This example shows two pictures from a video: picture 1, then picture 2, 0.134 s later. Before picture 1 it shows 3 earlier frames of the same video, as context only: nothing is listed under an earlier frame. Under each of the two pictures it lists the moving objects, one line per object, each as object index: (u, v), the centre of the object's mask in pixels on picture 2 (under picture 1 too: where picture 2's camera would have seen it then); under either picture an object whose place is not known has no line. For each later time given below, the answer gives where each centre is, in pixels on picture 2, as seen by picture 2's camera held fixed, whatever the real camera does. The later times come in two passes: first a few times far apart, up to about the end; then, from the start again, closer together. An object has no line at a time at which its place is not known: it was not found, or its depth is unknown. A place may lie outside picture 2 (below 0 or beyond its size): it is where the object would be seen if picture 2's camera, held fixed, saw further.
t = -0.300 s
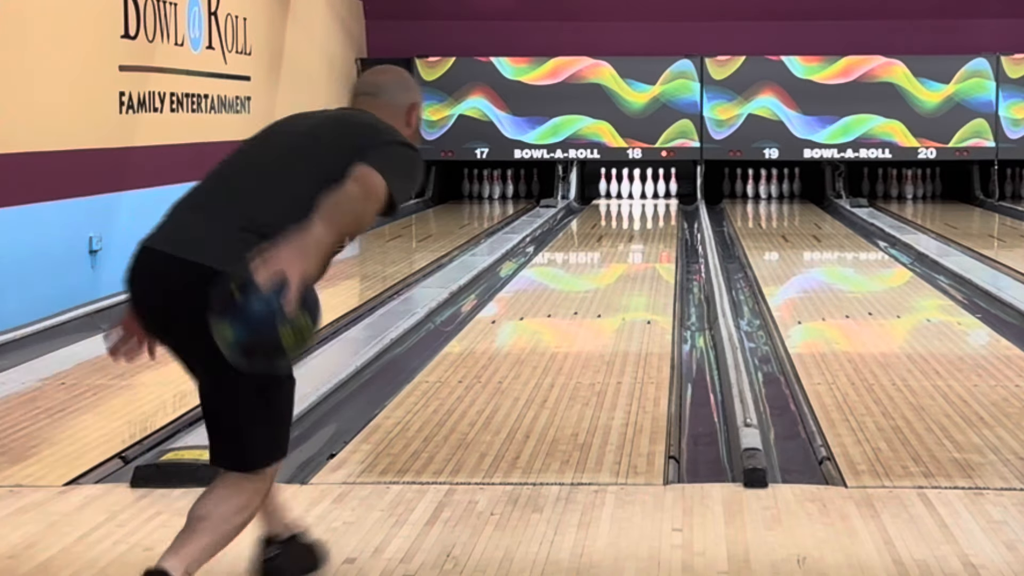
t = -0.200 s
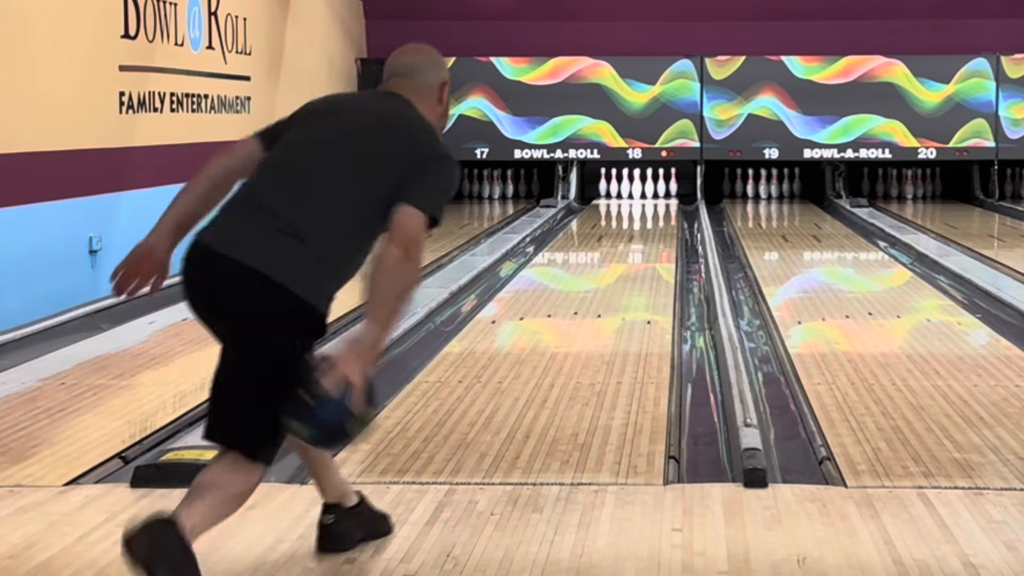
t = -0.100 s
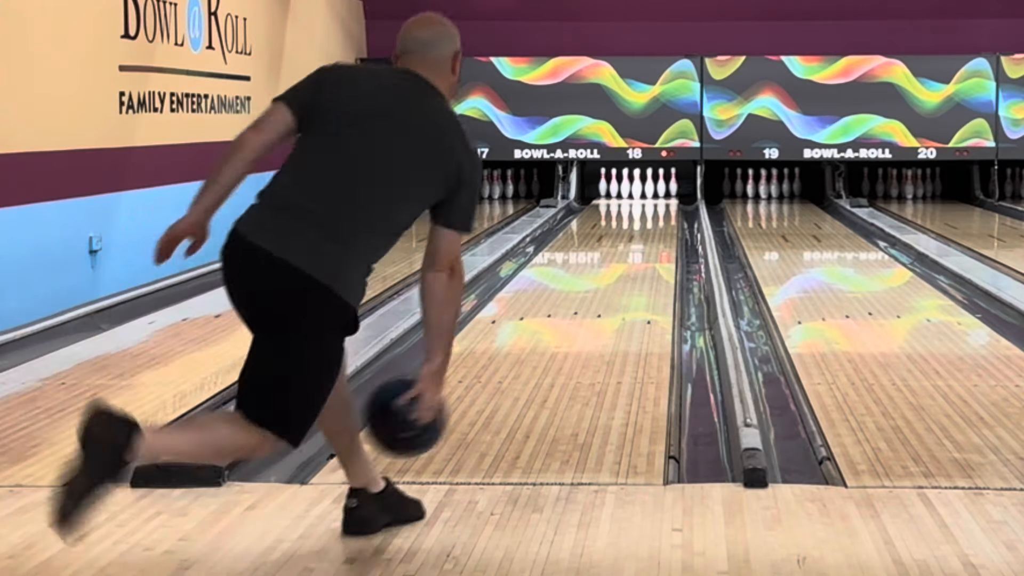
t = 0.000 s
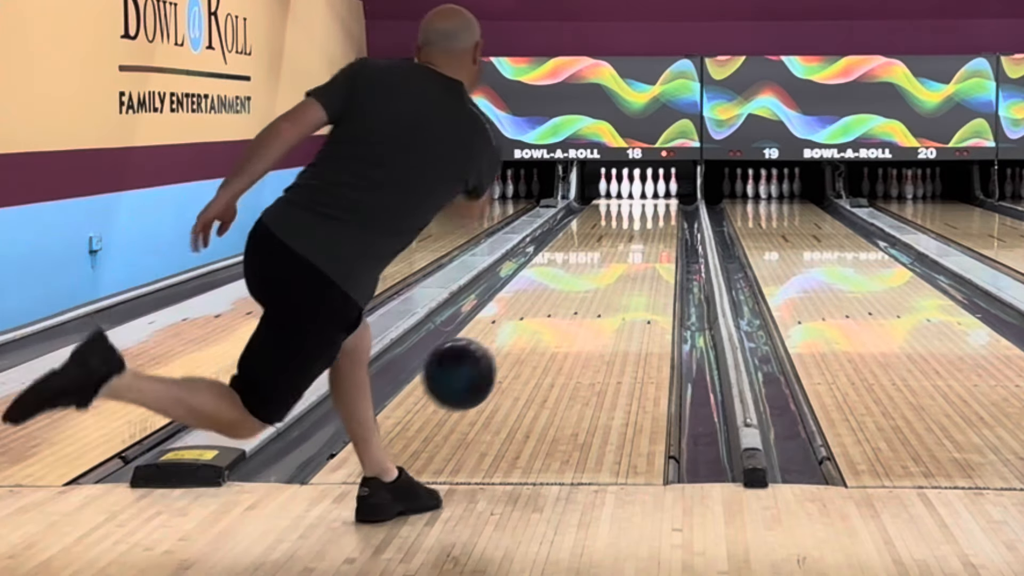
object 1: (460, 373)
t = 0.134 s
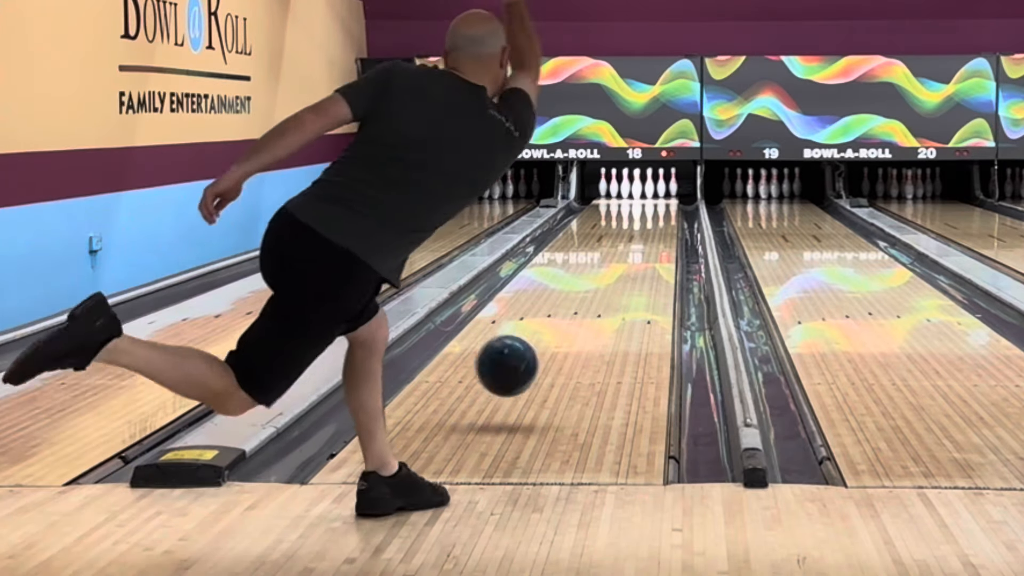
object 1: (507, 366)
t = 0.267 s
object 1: (542, 353)
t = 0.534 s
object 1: (588, 306)
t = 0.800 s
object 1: (617, 272)
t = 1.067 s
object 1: (637, 249)
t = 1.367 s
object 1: (652, 230)
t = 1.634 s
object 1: (658, 218)
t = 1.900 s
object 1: (660, 208)
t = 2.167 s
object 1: (656, 201)
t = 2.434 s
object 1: (647, 195)
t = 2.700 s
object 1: (639, 190)
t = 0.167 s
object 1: (516, 371)
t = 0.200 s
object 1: (526, 374)
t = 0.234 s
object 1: (534, 362)
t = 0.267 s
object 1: (542, 353)
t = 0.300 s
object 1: (549, 347)
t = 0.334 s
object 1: (555, 342)
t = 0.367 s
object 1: (562, 335)
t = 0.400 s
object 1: (568, 328)
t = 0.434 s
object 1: (573, 322)
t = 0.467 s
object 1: (579, 316)
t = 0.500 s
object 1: (584, 311)
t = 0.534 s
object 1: (588, 306)
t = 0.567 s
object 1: (593, 300)
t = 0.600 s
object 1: (597, 296)
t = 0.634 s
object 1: (601, 291)
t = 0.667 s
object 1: (604, 287)
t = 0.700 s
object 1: (608, 283)
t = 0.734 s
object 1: (611, 279)
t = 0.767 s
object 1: (614, 276)
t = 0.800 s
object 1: (617, 272)
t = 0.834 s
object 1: (620, 269)
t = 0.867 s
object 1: (623, 265)
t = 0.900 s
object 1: (626, 262)
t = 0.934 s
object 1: (628, 259)
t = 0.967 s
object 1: (630, 256)
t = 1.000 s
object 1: (633, 254)
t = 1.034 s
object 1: (635, 251)
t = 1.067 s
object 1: (637, 249)
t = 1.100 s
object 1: (639, 246)
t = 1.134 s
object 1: (640, 244)
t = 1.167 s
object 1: (642, 242)
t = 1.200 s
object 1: (644, 240)
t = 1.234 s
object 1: (646, 238)
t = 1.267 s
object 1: (648, 236)
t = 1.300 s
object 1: (649, 234)
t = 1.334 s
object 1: (650, 232)
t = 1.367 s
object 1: (652, 230)
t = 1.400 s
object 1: (653, 229)
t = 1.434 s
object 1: (654, 227)
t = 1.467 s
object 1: (655, 225)
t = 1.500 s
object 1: (655, 224)
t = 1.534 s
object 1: (656, 222)
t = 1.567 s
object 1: (657, 221)
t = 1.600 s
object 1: (658, 219)
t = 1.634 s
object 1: (658, 218)
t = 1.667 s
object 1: (659, 216)
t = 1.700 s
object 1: (659, 215)
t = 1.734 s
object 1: (659, 214)
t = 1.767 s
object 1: (660, 213)
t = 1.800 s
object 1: (660, 211)
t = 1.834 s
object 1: (660, 210)
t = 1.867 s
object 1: (660, 209)
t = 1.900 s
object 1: (660, 208)
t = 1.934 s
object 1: (659, 207)
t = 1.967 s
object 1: (659, 206)
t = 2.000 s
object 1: (659, 205)
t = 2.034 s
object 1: (659, 204)
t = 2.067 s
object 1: (658, 203)
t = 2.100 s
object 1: (657, 202)
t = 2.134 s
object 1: (656, 201)
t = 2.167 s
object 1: (656, 201)
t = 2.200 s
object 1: (655, 200)
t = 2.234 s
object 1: (654, 199)
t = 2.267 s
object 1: (653, 198)
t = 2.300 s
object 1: (651, 197)
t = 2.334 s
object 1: (650, 196)
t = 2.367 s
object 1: (649, 195)
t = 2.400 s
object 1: (648, 195)
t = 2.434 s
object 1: (647, 195)
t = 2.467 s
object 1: (646, 195)
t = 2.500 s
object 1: (644, 194)
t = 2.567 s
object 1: (641, 192)
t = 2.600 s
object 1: (641, 191)
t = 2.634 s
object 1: (640, 191)
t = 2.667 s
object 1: (640, 190)
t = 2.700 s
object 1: (639, 190)
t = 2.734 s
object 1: (638, 190)
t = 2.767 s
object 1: (637, 190)
